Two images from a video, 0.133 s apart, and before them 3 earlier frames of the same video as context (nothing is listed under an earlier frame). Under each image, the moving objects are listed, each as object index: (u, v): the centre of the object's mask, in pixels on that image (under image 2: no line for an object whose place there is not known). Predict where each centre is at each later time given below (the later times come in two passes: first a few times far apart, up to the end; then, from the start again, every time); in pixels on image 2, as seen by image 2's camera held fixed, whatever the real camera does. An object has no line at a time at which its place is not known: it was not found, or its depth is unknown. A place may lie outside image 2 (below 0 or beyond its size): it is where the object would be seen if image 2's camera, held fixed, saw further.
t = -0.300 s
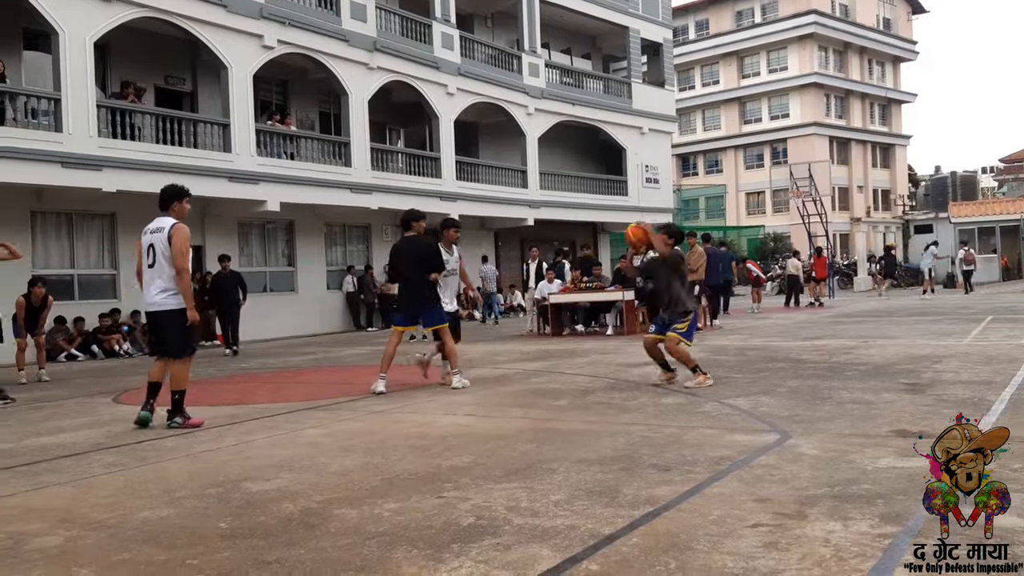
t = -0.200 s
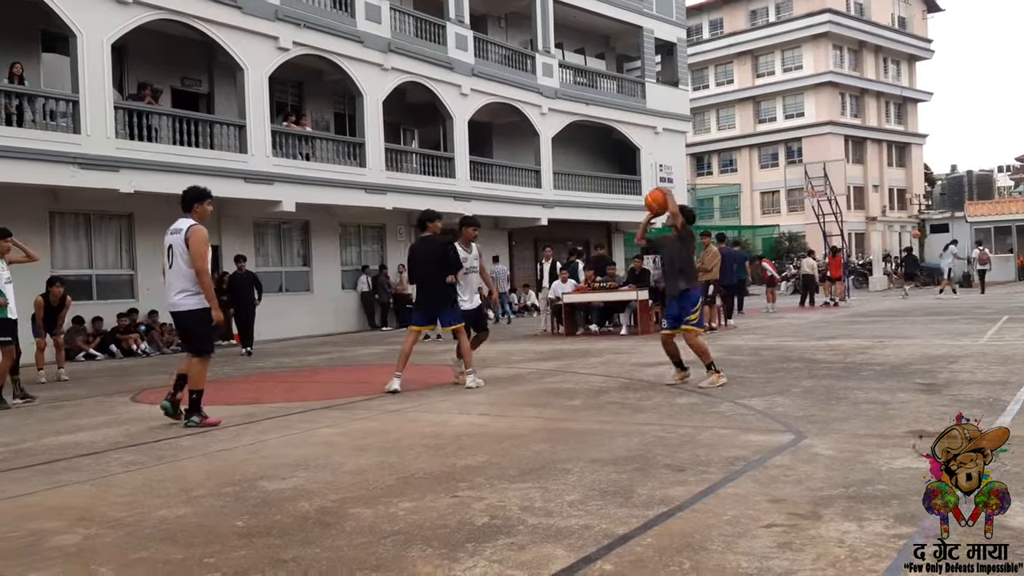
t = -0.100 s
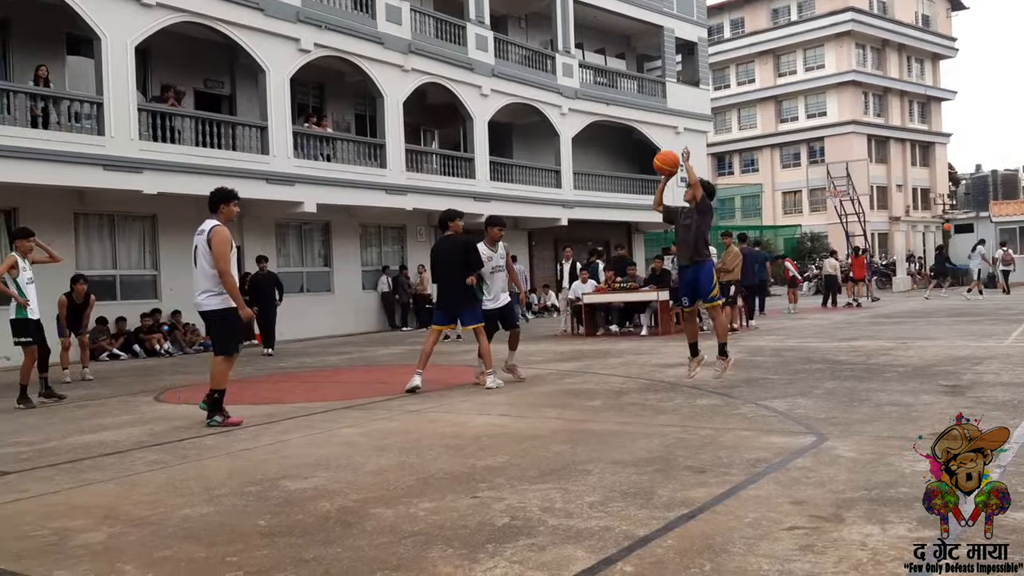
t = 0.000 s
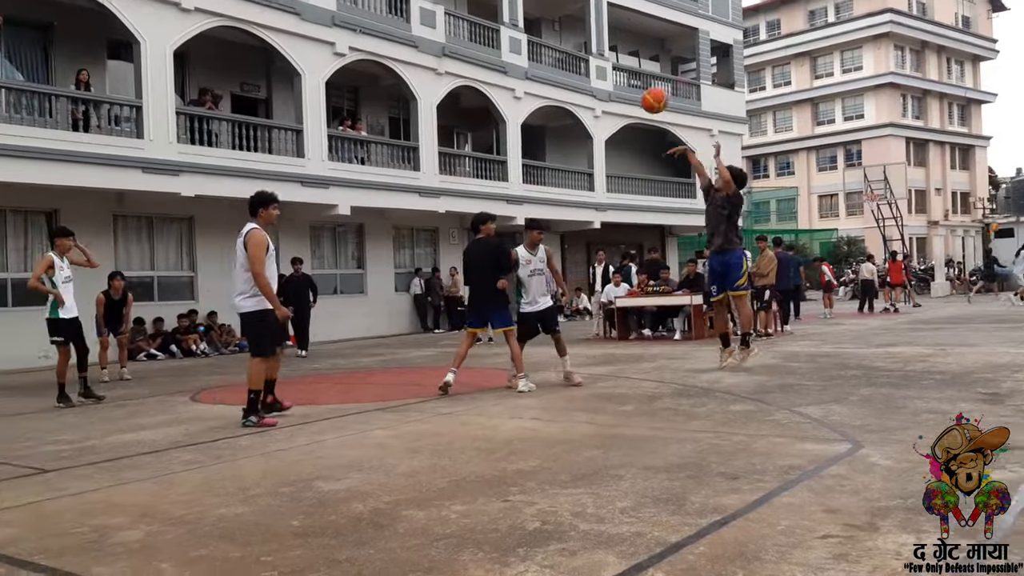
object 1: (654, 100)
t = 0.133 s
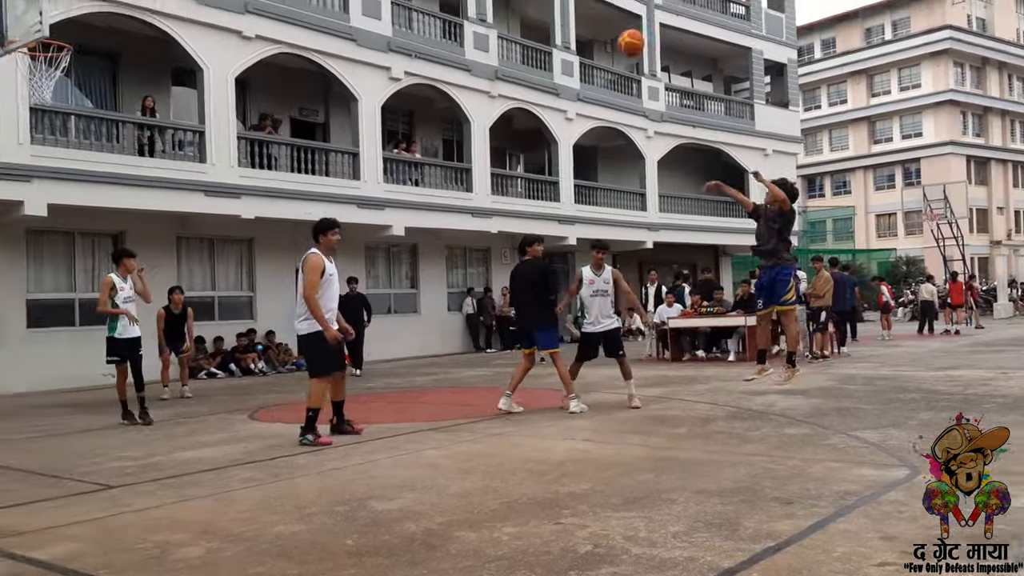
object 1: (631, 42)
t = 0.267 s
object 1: (555, -15)
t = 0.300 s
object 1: (536, -25)
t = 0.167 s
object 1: (612, 27)
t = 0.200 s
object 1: (593, 13)
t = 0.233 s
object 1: (574, -1)
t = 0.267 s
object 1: (555, -15)
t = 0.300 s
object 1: (536, -25)
